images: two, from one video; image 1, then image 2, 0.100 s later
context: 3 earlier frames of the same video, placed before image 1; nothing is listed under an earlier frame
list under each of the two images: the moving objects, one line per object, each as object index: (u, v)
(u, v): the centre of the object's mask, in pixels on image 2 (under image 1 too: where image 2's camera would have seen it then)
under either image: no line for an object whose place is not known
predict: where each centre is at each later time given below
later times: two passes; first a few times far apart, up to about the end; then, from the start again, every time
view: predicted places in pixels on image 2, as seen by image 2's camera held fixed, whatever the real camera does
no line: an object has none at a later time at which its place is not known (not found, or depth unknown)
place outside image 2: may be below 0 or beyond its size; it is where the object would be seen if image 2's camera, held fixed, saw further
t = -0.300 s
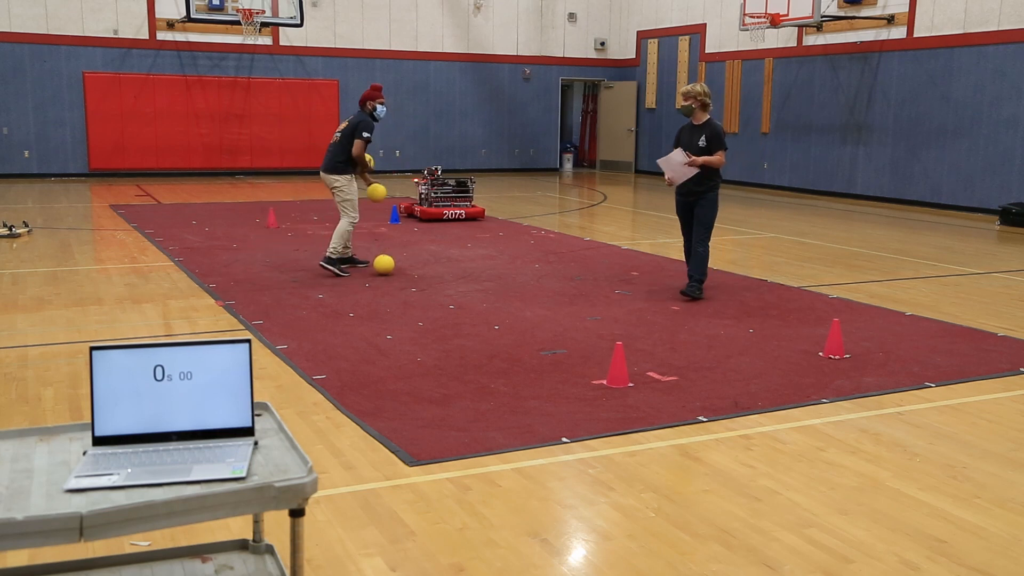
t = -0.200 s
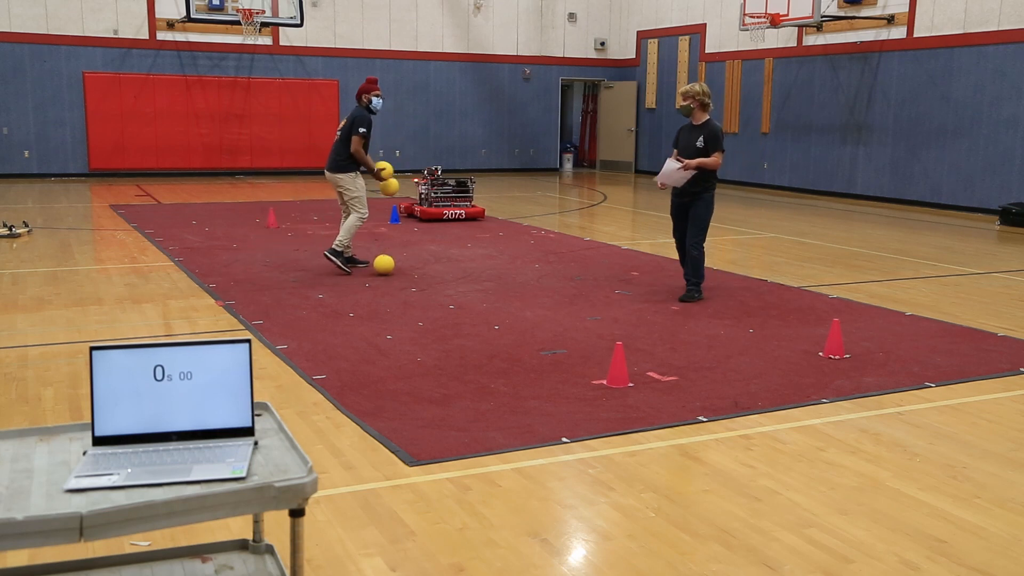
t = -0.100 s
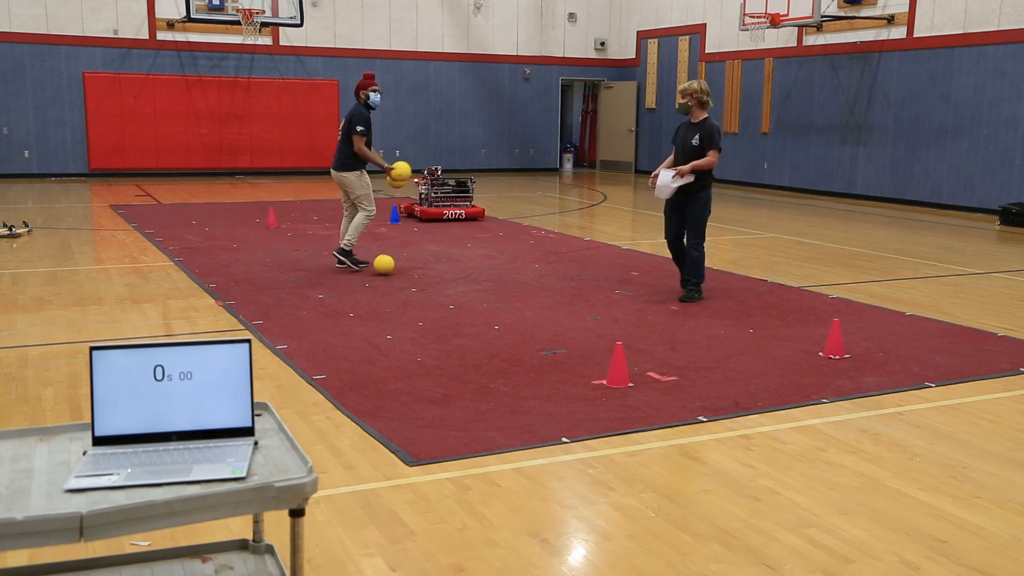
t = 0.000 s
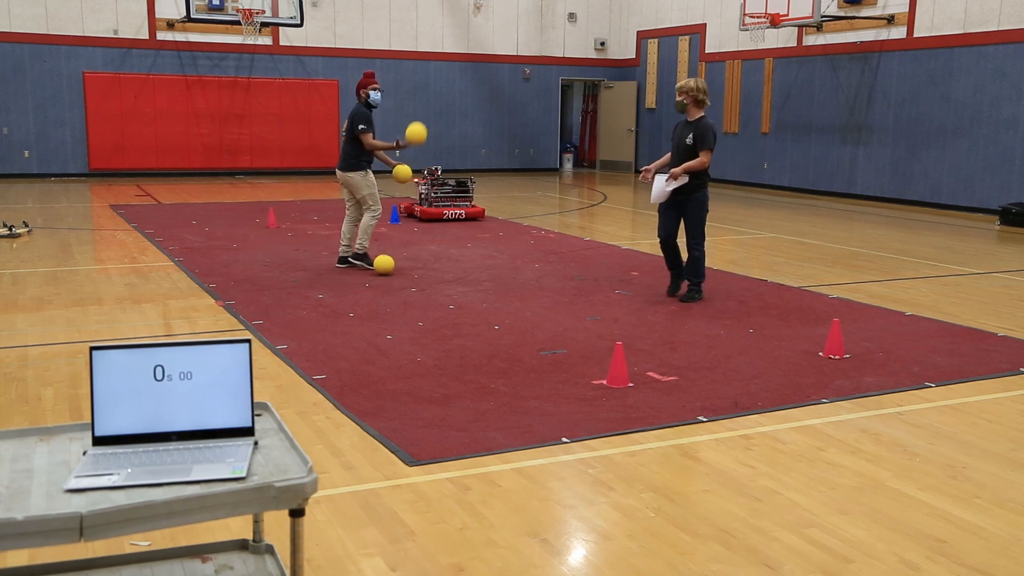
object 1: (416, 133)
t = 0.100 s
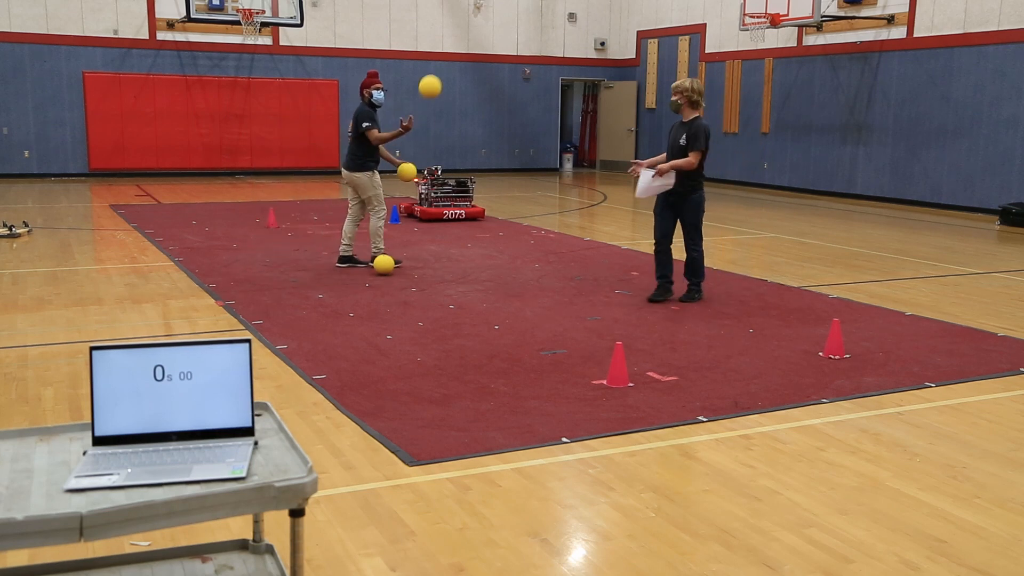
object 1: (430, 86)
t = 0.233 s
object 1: (449, 38)
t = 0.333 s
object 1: (464, 16)
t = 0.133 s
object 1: (435, 73)
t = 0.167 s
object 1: (439, 61)
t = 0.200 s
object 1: (444, 49)
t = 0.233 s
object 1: (449, 38)
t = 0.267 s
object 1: (454, 30)
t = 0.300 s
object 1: (459, 22)
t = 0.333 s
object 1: (464, 16)
